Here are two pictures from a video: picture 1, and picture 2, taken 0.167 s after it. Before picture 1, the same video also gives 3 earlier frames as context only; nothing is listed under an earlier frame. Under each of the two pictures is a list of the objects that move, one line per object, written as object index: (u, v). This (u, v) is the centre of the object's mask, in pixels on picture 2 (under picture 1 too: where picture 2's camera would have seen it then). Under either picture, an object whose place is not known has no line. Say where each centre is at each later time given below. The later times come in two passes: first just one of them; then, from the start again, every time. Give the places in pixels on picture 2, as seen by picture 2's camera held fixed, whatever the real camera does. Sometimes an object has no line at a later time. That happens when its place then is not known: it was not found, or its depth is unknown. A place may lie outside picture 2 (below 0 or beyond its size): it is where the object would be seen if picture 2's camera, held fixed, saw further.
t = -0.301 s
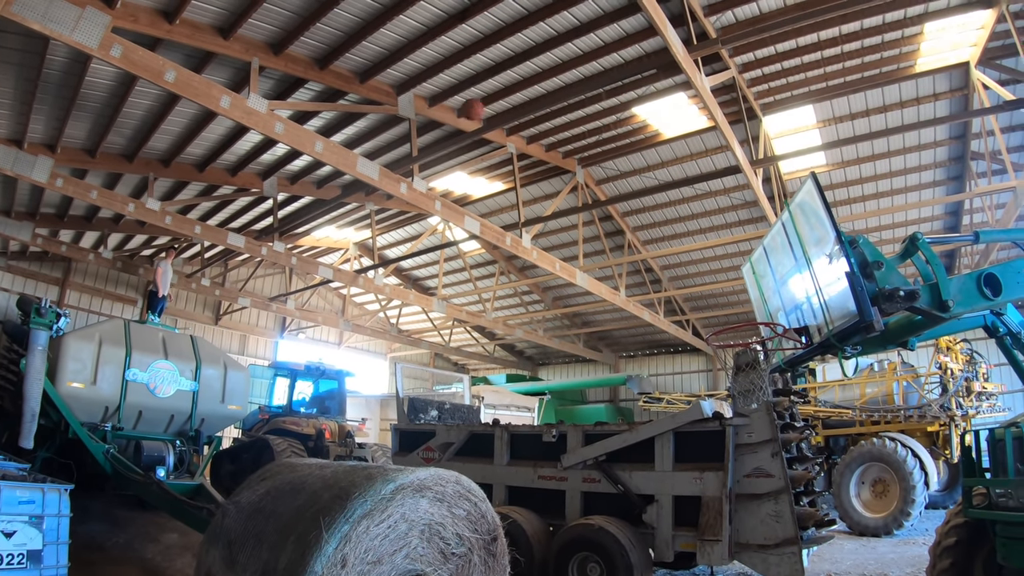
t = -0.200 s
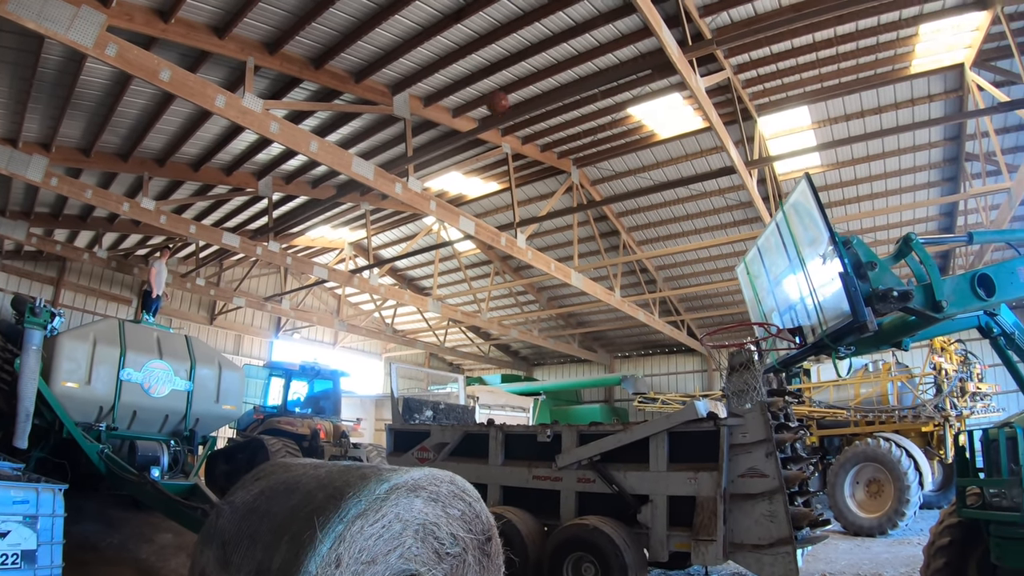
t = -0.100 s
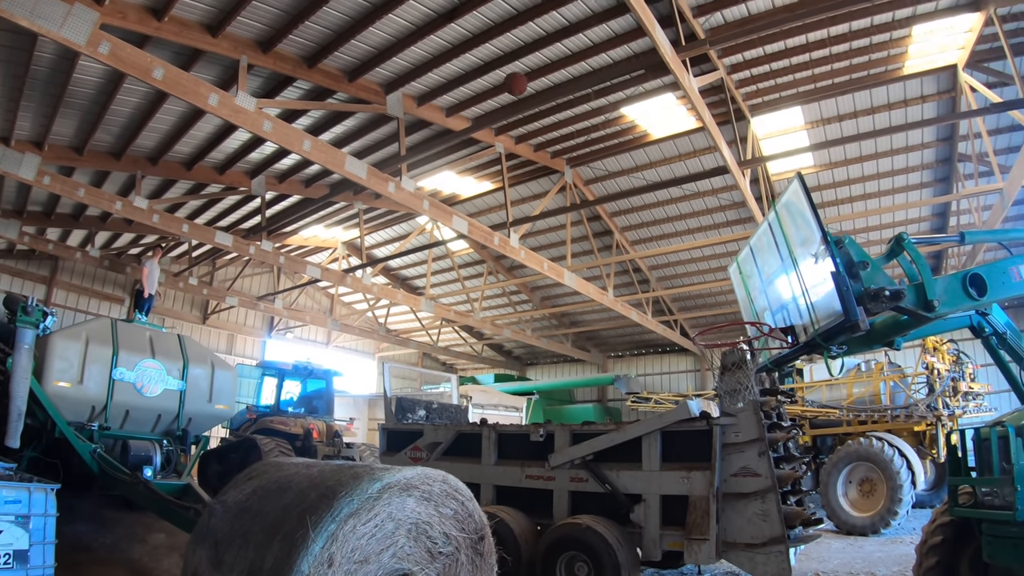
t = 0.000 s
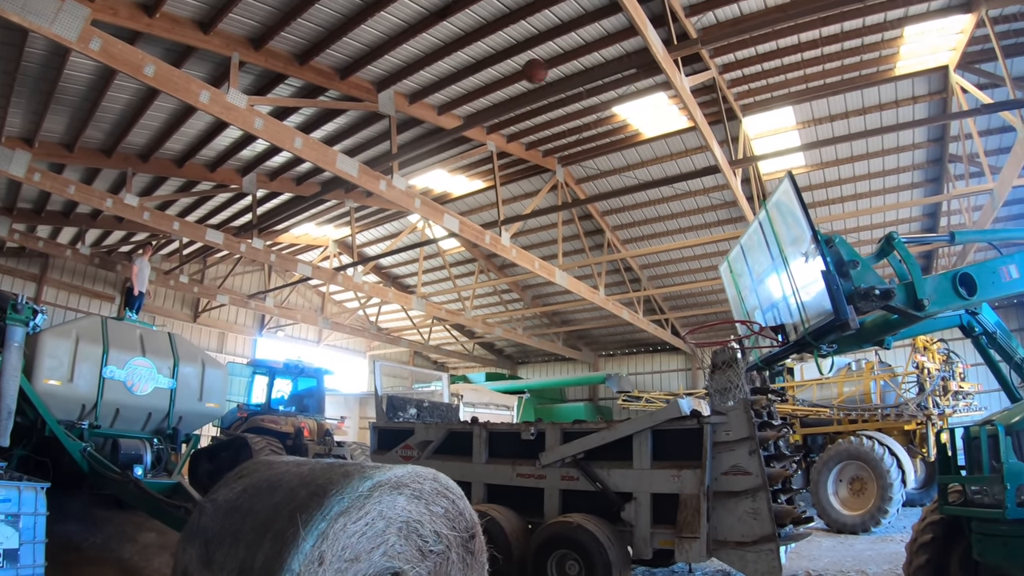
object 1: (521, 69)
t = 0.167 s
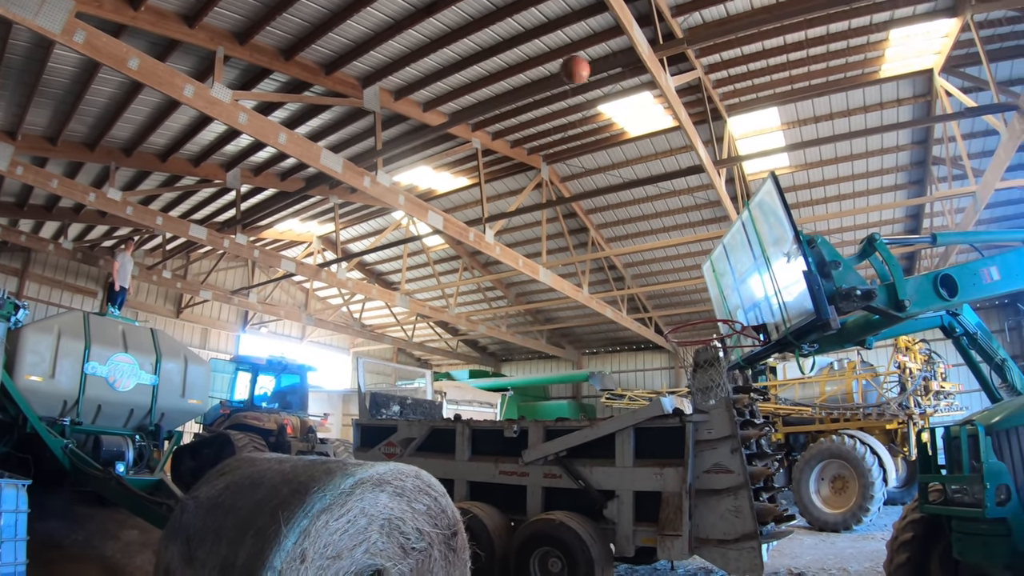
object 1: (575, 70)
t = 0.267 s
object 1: (614, 84)
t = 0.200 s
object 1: (589, 74)
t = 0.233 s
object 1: (601, 79)
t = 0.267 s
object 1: (614, 84)
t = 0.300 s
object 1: (628, 93)
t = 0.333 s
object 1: (644, 103)
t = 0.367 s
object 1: (660, 117)
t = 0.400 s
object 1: (678, 132)
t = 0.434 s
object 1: (698, 150)
